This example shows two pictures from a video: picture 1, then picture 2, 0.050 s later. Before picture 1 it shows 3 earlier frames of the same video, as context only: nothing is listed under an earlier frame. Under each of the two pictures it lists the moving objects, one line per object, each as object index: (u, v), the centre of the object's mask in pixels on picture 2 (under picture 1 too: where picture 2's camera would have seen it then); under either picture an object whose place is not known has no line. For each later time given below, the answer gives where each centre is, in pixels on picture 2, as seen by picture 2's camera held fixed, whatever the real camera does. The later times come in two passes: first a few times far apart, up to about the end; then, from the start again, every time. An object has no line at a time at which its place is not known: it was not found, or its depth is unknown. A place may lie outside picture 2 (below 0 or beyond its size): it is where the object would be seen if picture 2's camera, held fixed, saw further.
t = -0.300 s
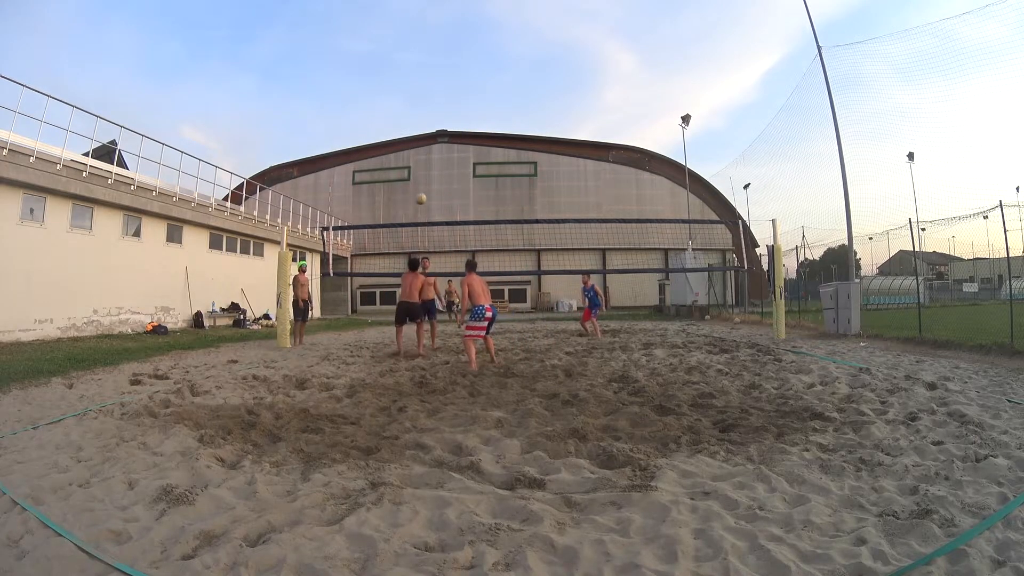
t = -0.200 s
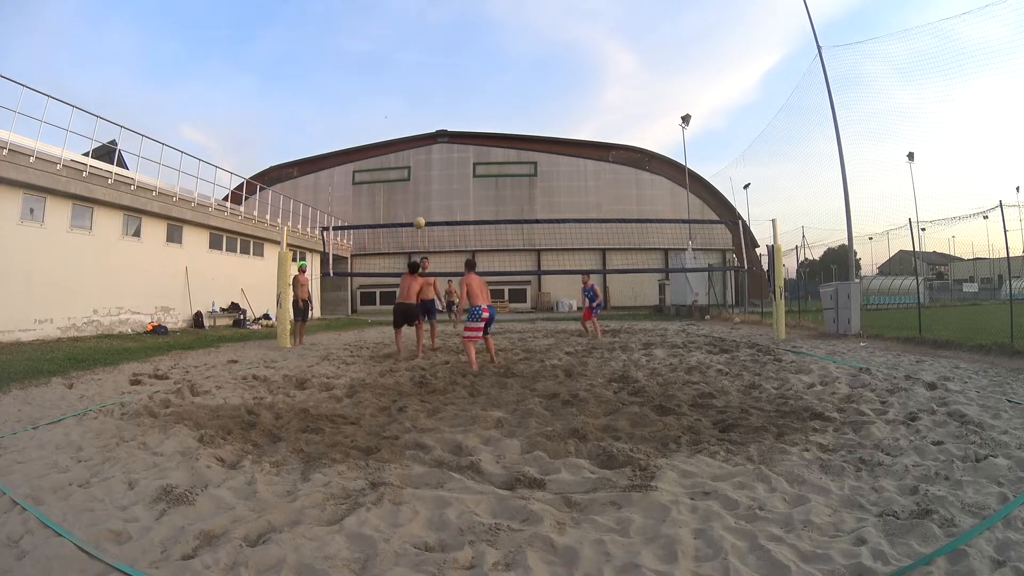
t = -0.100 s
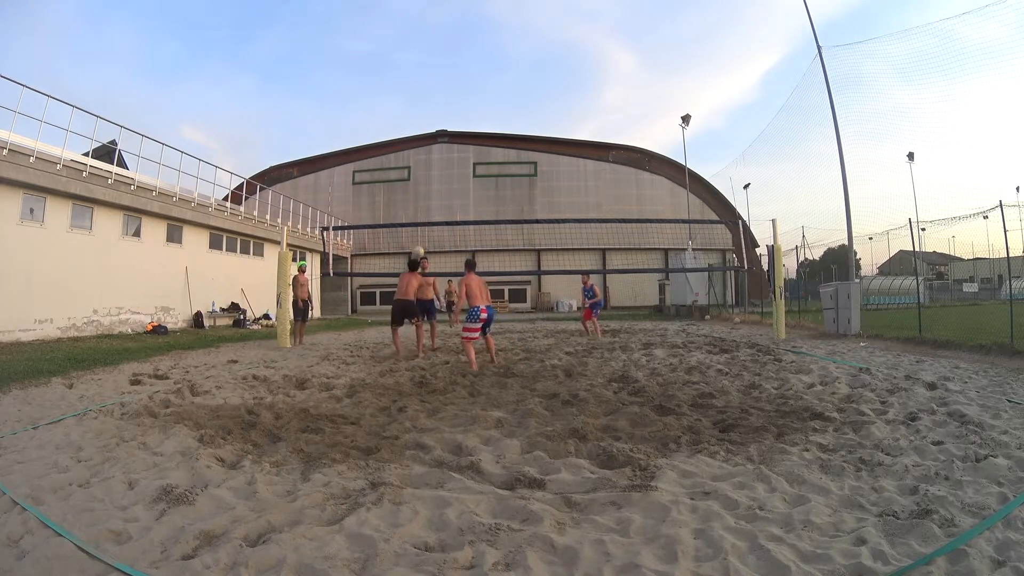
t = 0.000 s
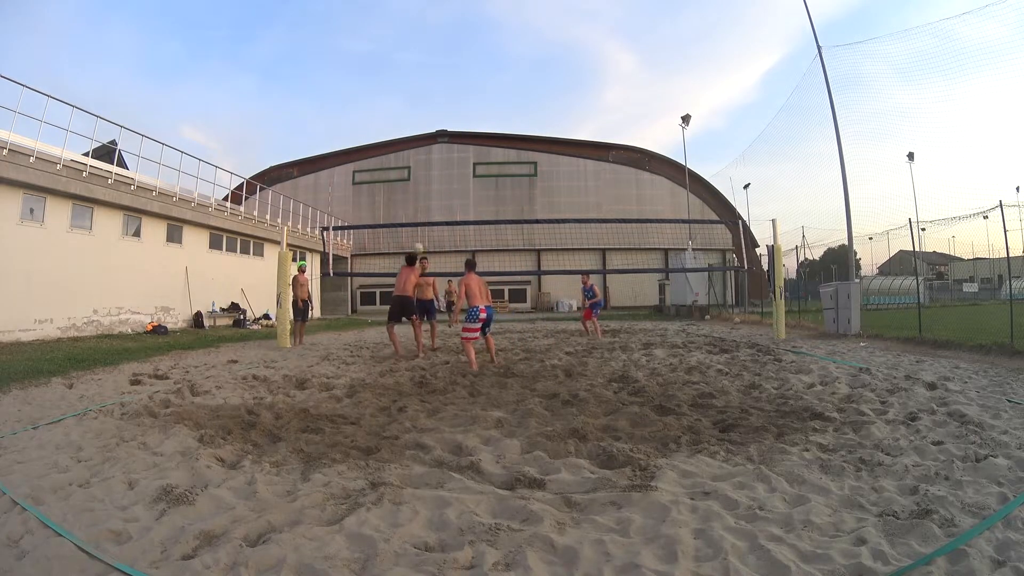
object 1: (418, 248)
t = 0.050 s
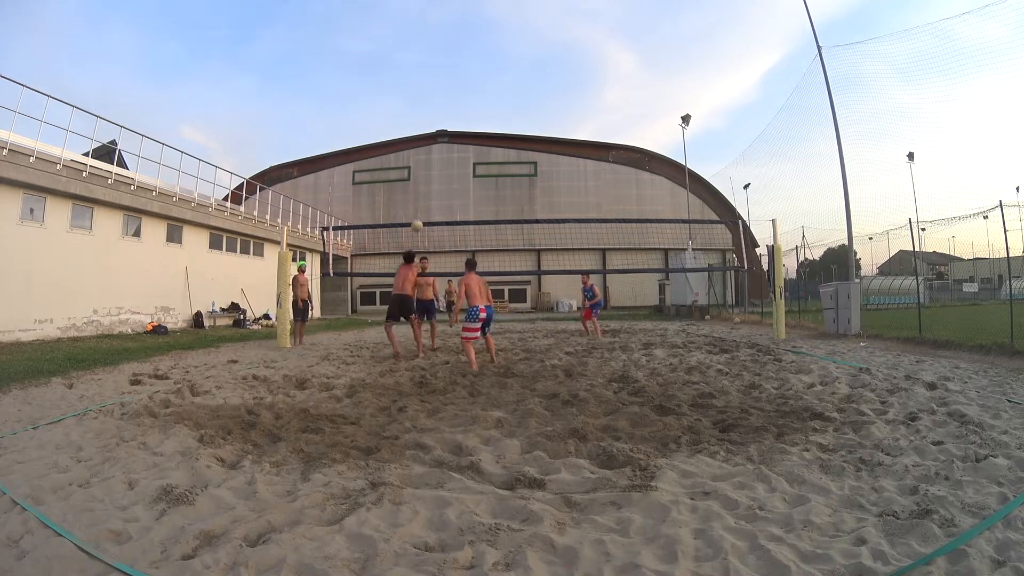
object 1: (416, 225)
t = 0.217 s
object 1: (416, 160)
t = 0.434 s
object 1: (416, 100)
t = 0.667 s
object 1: (414, 63)
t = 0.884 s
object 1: (411, 49)
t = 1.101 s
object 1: (405, 57)
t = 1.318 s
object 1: (399, 88)
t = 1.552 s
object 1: (391, 155)
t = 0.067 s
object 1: (418, 218)
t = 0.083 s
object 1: (417, 211)
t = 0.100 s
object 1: (417, 205)
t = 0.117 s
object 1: (417, 198)
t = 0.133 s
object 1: (417, 191)
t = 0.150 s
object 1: (416, 185)
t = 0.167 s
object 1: (416, 179)
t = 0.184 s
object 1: (417, 172)
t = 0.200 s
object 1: (417, 166)
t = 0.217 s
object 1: (416, 160)
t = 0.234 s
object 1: (416, 155)
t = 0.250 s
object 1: (416, 149)
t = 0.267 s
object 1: (416, 144)
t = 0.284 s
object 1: (416, 140)
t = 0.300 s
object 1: (416, 135)
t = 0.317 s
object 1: (416, 130)
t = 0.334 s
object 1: (416, 125)
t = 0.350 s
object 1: (416, 121)
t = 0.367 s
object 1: (416, 116)
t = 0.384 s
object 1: (416, 112)
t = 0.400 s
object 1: (416, 108)
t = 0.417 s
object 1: (416, 104)
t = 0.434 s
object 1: (416, 100)
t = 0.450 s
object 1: (416, 97)
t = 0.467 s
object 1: (416, 93)
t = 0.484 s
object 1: (415, 90)
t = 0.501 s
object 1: (415, 87)
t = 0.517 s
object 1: (415, 84)
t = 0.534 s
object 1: (415, 80)
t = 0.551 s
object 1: (415, 78)
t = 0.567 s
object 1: (415, 75)
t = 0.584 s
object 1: (415, 73)
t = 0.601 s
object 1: (415, 71)
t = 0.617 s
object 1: (415, 68)
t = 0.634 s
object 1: (415, 66)
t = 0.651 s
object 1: (414, 64)
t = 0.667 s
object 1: (414, 63)
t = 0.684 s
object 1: (414, 61)
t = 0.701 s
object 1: (414, 59)
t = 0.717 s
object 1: (413, 58)
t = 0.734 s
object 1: (413, 56)
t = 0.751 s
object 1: (413, 55)
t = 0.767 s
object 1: (413, 54)
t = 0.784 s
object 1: (412, 53)
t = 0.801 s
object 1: (412, 52)
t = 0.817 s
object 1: (412, 51)
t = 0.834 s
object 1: (412, 51)
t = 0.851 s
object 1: (411, 50)
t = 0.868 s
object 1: (411, 49)
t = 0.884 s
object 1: (411, 49)
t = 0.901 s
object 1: (410, 49)
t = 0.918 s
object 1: (410, 49)
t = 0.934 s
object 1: (410, 49)
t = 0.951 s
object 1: (409, 49)
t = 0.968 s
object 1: (409, 50)
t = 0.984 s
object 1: (409, 50)
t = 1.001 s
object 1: (408, 51)
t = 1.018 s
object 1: (408, 52)
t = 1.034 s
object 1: (407, 52)
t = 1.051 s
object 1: (407, 53)
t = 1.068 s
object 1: (406, 54)
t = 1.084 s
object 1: (406, 56)
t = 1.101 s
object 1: (405, 57)
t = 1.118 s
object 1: (405, 59)
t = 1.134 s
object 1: (405, 60)
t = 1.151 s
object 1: (404, 62)
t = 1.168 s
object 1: (404, 64)
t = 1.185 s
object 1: (403, 66)
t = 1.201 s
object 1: (403, 68)
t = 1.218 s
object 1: (402, 71)
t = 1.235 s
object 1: (402, 73)
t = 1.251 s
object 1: (401, 76)
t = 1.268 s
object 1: (400, 79)
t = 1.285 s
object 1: (400, 82)
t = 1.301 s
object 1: (399, 85)
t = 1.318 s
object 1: (399, 88)
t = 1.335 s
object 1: (398, 92)
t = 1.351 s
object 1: (398, 96)
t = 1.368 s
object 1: (397, 99)
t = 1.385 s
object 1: (397, 104)
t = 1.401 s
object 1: (396, 108)
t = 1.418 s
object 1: (395, 112)
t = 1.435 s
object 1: (395, 117)
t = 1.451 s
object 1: (394, 122)
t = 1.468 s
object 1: (394, 127)
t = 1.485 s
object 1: (393, 132)
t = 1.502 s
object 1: (392, 138)
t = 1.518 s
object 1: (392, 144)
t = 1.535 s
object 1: (391, 149)
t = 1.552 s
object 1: (391, 155)
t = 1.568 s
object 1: (390, 161)
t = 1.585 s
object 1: (390, 169)
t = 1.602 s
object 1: (389, 176)
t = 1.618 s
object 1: (389, 182)
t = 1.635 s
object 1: (388, 190)
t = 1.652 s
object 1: (388, 197)
